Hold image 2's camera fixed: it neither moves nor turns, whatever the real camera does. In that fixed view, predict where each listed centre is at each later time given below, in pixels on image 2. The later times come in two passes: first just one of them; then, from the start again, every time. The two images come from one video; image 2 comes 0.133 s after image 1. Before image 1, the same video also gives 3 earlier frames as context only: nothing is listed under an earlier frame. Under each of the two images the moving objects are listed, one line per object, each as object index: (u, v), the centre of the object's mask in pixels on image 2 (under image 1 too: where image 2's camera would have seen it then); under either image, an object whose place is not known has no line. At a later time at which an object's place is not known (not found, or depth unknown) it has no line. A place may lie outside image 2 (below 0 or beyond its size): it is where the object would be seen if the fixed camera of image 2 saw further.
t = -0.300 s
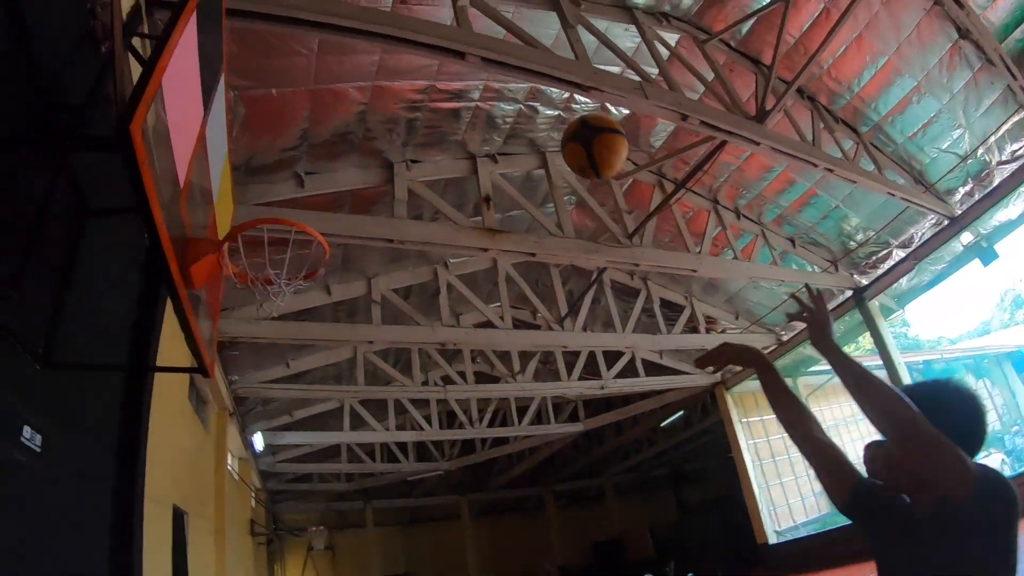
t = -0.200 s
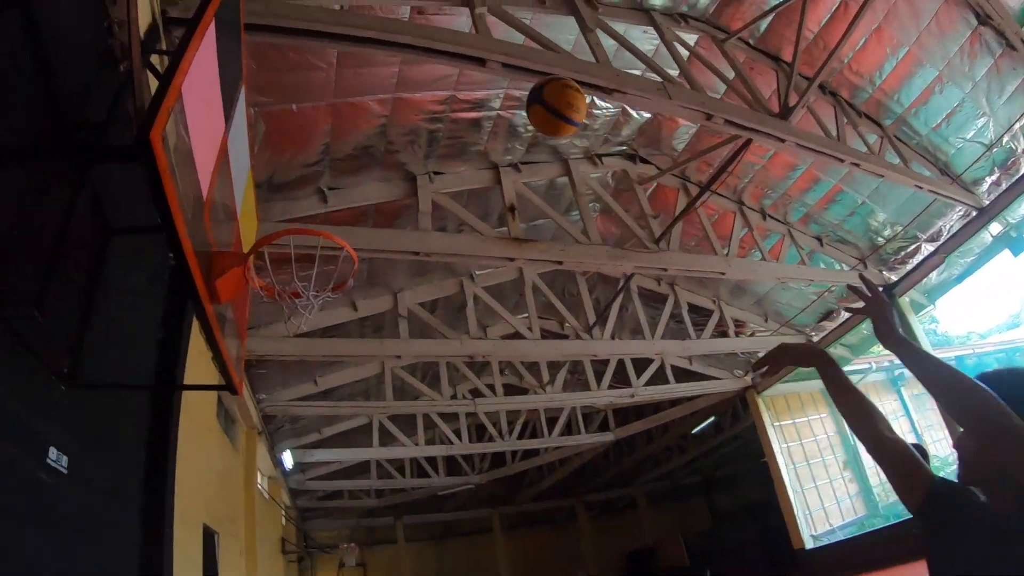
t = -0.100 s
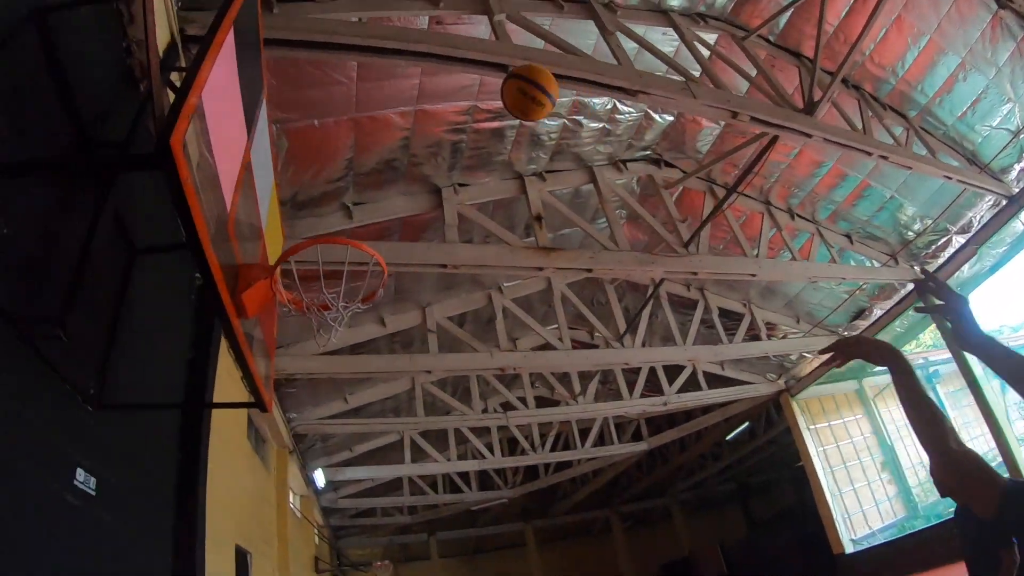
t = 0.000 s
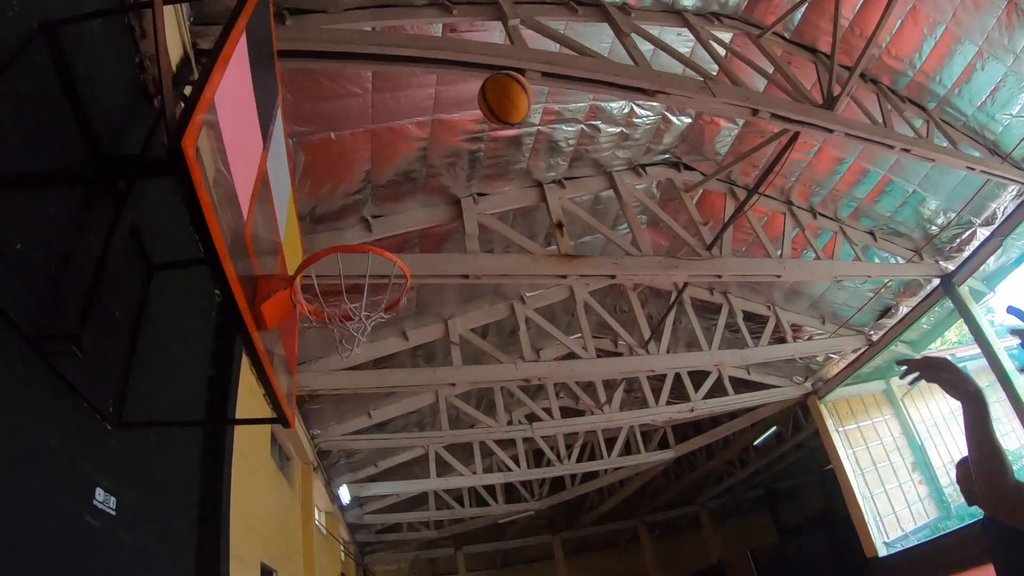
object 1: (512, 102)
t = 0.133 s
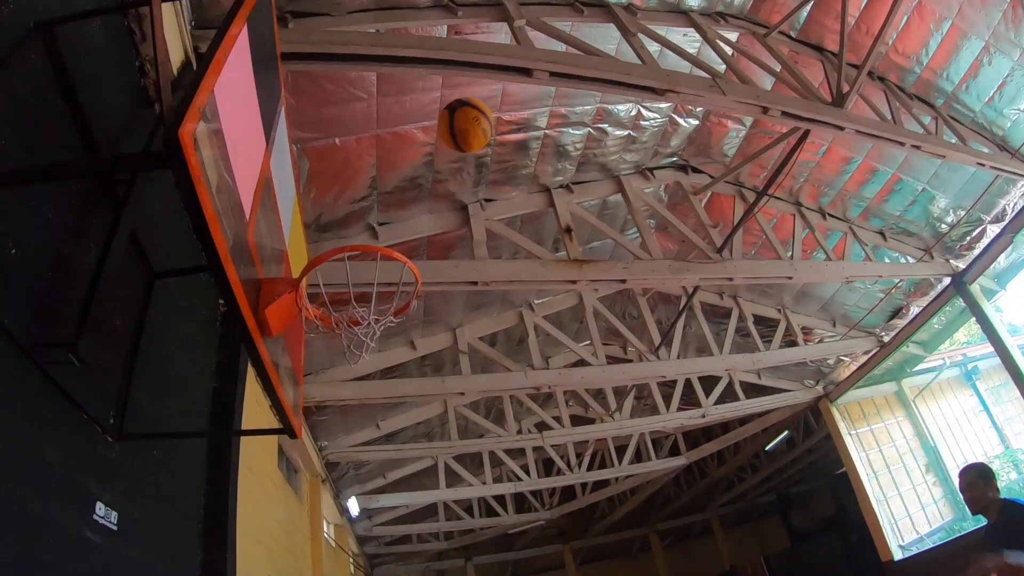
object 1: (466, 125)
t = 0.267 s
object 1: (426, 174)
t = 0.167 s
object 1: (456, 135)
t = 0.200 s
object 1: (446, 147)
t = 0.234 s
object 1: (435, 160)
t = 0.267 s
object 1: (426, 174)
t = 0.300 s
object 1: (415, 192)
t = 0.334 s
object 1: (405, 212)
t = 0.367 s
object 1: (395, 233)
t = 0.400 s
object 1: (382, 265)
